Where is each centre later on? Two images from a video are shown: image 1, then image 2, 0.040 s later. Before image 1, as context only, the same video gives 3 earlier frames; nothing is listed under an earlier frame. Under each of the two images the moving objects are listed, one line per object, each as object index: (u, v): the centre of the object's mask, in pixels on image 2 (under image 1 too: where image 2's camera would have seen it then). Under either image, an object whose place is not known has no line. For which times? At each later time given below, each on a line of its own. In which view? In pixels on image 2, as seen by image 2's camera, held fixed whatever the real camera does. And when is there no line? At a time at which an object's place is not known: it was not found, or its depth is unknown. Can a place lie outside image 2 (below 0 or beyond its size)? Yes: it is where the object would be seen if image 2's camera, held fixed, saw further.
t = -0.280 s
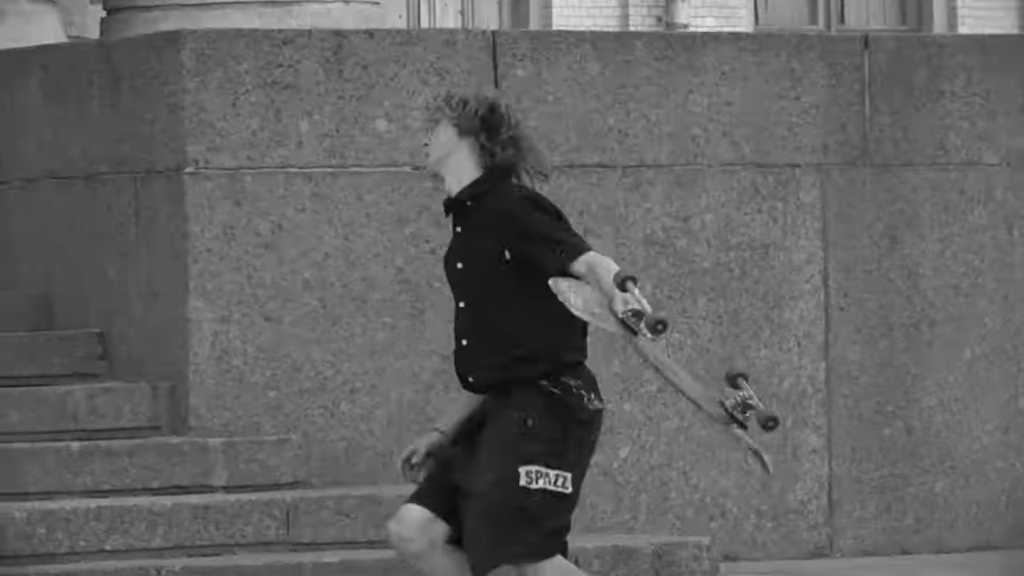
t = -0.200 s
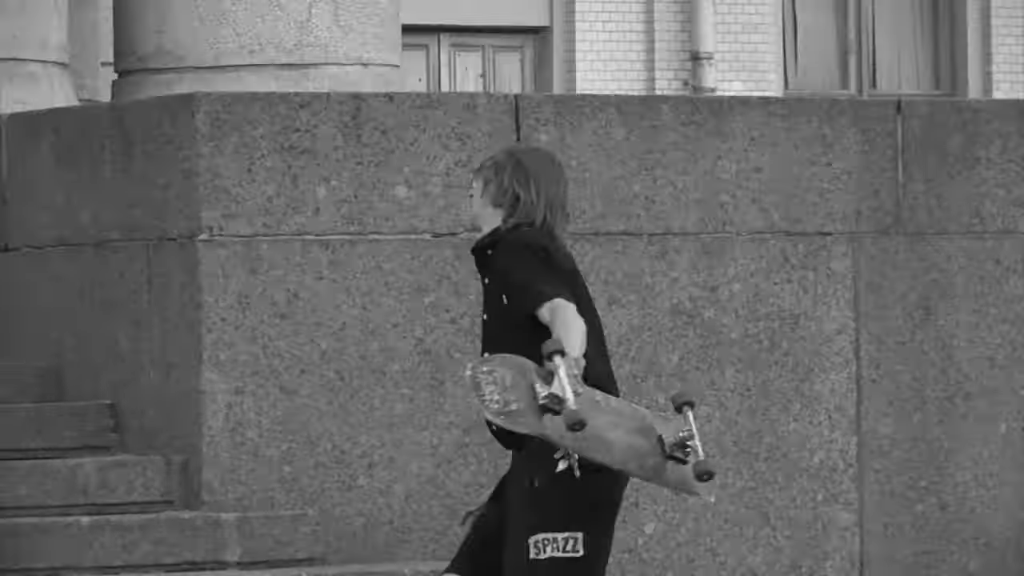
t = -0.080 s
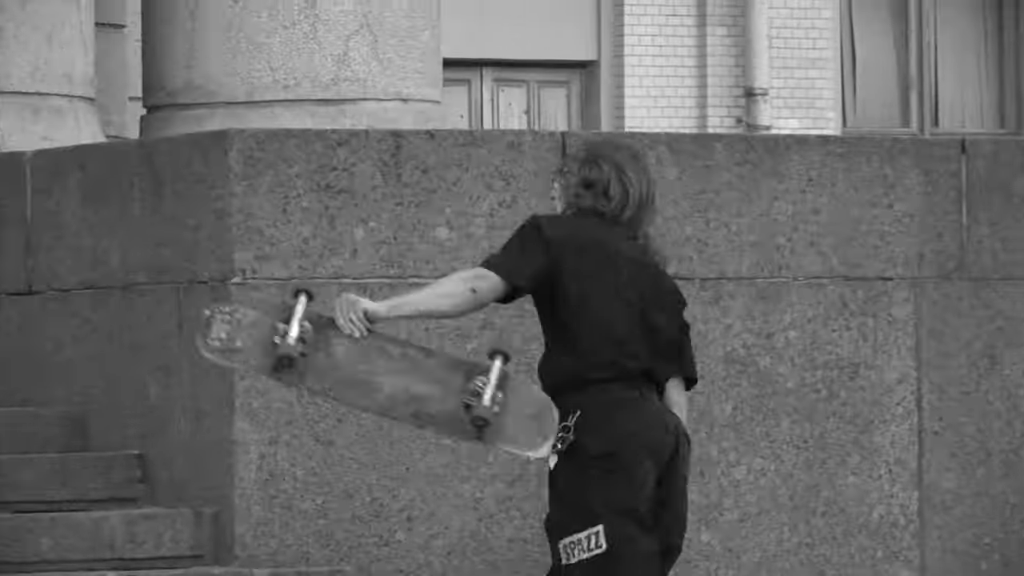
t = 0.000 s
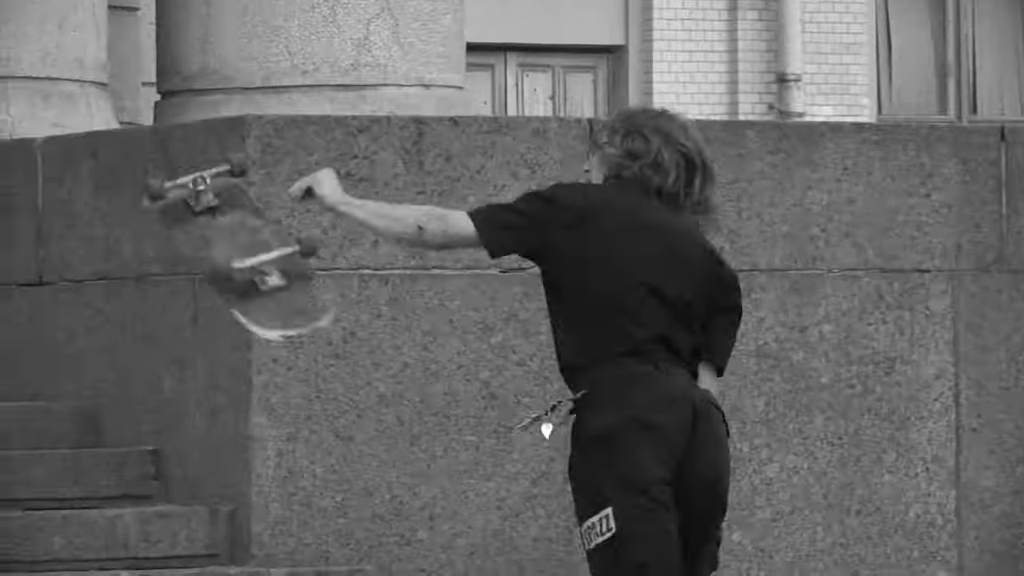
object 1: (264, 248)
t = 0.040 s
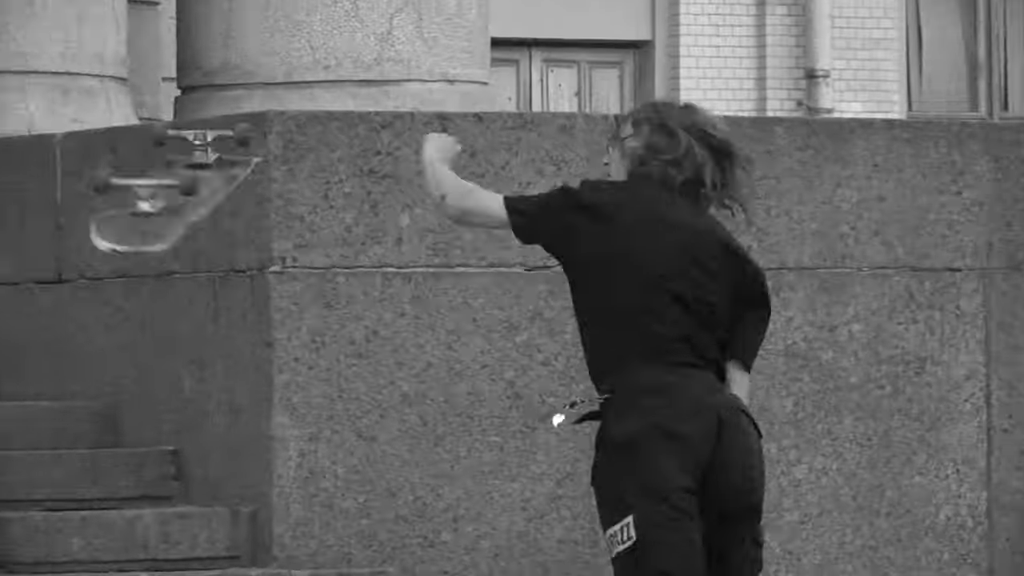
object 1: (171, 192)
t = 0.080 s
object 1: (97, 137)
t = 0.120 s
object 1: (74, 120)
